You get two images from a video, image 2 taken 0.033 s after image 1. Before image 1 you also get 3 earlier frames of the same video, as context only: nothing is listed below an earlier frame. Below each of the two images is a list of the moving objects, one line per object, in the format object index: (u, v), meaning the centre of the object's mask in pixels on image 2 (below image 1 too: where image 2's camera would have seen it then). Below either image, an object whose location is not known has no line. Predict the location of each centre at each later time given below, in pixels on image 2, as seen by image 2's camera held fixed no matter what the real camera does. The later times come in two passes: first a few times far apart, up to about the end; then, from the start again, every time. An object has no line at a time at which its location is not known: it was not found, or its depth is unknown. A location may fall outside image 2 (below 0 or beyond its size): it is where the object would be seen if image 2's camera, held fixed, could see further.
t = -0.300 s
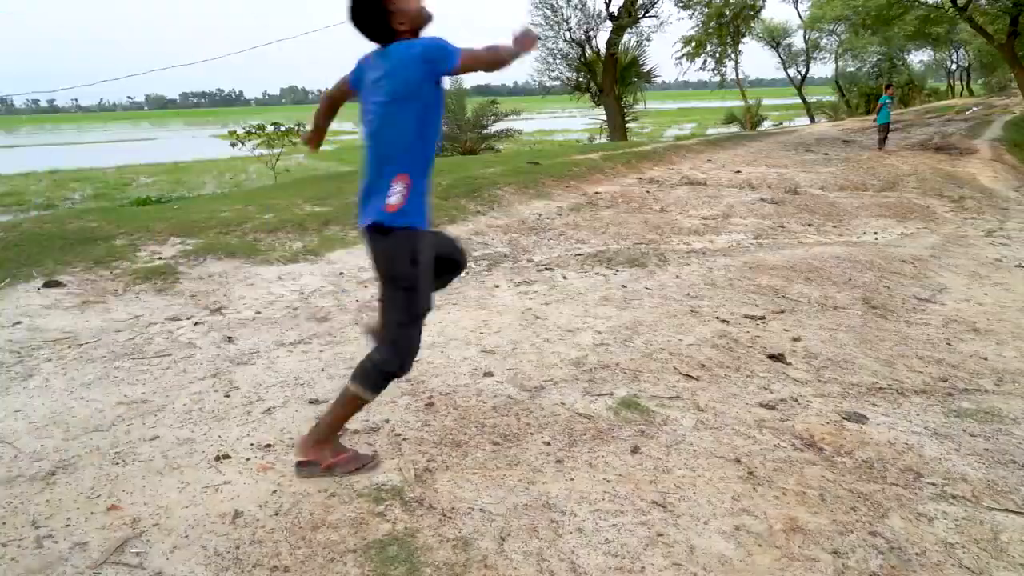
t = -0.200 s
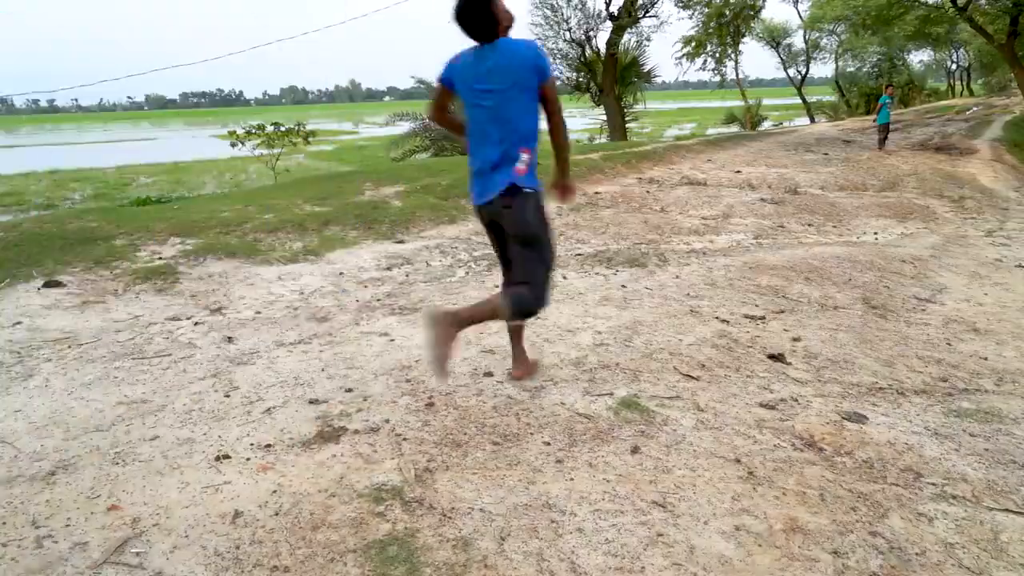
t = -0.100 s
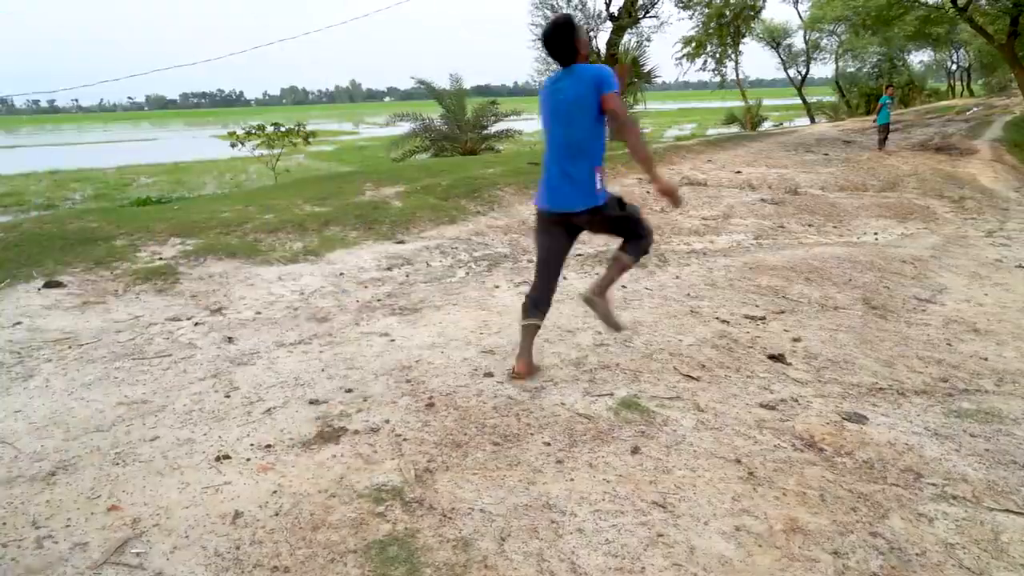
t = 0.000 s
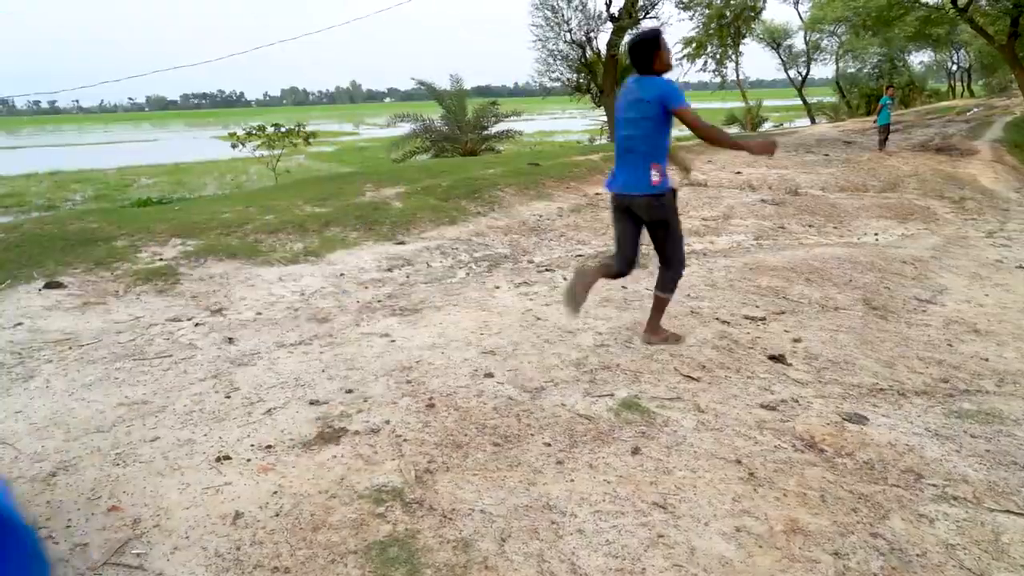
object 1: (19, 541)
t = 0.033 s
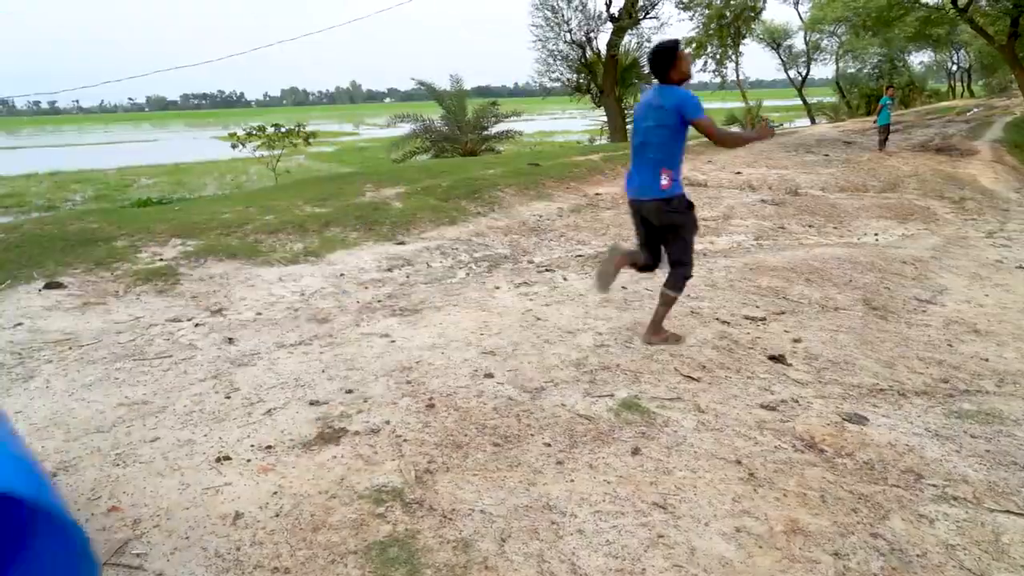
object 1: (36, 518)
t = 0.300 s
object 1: (244, 421)
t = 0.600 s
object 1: (457, 353)
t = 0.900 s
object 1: (597, 311)
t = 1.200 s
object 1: (703, 298)
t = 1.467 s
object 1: (774, 275)
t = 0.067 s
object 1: (60, 489)
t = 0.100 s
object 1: (77, 477)
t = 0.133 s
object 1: (98, 465)
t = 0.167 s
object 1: (124, 456)
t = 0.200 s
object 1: (145, 450)
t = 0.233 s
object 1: (174, 444)
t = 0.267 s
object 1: (219, 435)
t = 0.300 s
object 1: (244, 421)
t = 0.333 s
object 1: (275, 408)
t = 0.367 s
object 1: (310, 400)
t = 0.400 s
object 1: (330, 388)
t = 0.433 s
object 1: (349, 374)
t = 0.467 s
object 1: (377, 361)
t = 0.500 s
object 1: (394, 359)
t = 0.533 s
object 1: (416, 355)
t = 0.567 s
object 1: (441, 351)
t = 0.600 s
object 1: (457, 353)
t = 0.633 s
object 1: (473, 350)
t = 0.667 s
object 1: (496, 340)
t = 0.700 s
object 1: (511, 337)
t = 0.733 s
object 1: (529, 335)
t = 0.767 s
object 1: (548, 322)
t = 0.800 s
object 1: (559, 316)
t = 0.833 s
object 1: (570, 312)
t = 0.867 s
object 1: (586, 313)
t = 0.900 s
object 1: (597, 311)
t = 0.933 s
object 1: (611, 312)
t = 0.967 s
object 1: (627, 314)
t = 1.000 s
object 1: (637, 308)
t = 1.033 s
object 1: (647, 303)
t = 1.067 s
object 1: (660, 300)
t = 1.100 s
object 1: (670, 295)
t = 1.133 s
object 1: (682, 292)
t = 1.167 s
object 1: (696, 295)
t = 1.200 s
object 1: (703, 298)
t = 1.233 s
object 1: (711, 295)
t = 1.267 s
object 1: (722, 290)
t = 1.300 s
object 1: (728, 287)
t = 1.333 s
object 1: (739, 282)
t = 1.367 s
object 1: (751, 281)
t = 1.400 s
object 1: (758, 280)
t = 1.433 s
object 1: (765, 276)
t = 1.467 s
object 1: (774, 275)
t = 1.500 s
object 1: (780, 274)
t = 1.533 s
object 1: (787, 273)
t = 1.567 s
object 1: (795, 275)
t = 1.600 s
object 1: (800, 274)
